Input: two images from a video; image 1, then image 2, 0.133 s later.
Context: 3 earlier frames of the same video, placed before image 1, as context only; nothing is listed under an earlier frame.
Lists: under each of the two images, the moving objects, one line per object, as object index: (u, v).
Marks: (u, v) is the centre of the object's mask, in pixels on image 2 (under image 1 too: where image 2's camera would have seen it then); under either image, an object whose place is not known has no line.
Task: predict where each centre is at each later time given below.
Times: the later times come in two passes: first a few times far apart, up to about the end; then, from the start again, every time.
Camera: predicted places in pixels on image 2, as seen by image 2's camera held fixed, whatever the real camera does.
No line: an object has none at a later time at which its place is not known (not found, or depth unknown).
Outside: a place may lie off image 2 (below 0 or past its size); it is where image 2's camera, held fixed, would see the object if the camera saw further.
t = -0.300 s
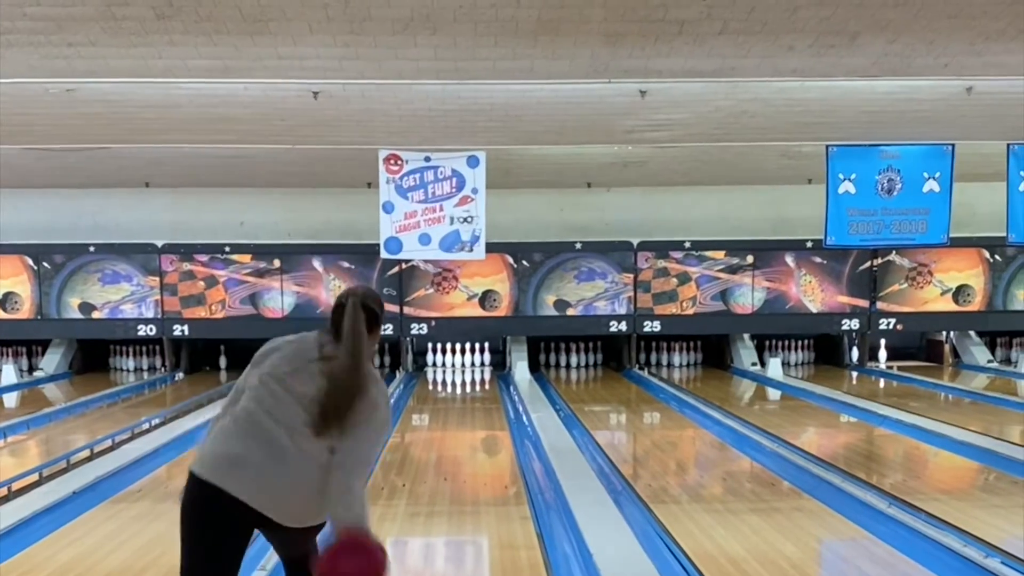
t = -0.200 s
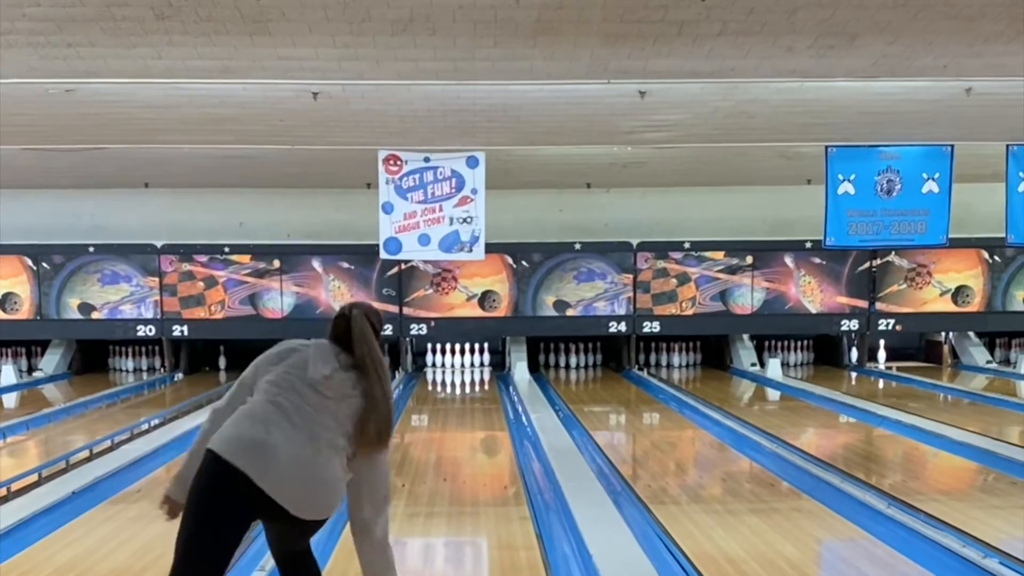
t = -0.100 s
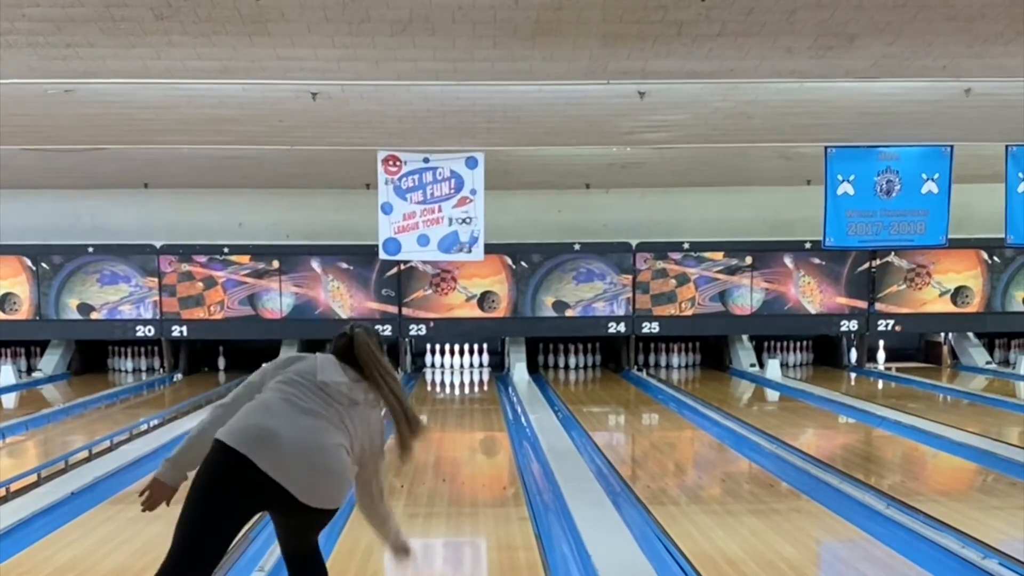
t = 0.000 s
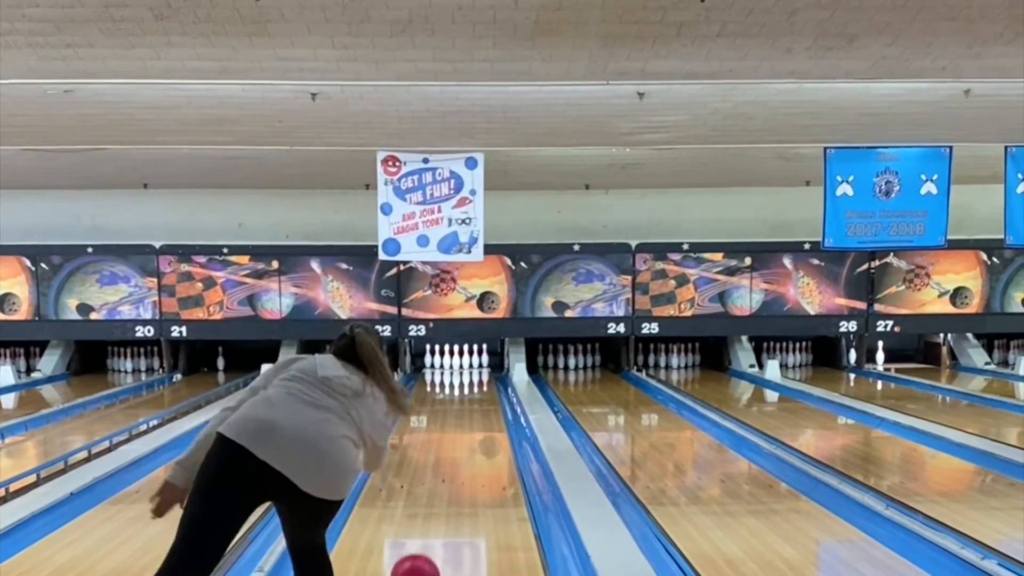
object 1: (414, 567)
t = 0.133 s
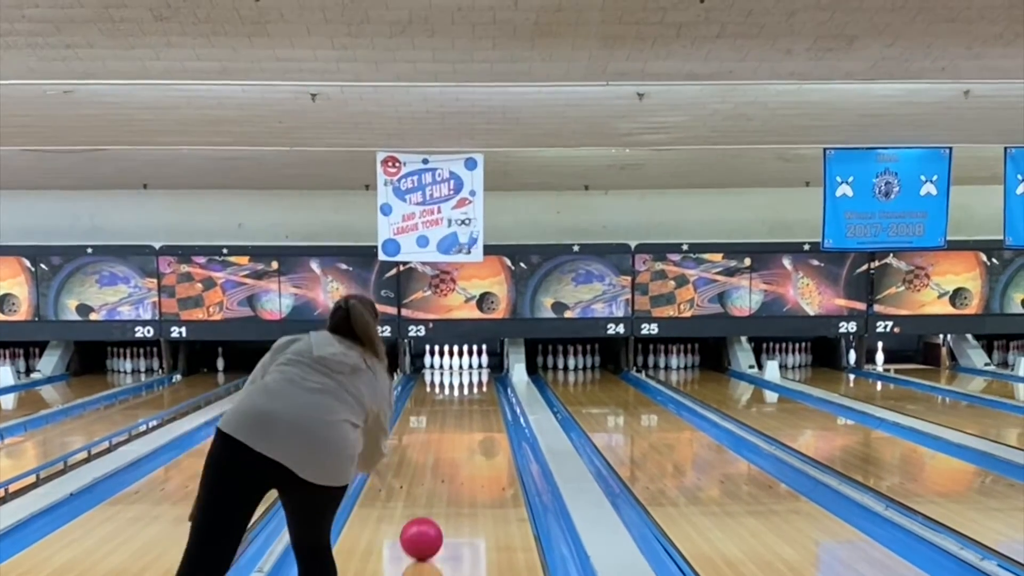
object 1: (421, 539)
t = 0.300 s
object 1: (427, 502)
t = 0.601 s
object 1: (434, 457)
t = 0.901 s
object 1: (438, 428)
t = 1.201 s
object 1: (442, 407)
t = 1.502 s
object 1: (445, 391)
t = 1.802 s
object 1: (447, 379)
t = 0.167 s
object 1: (423, 530)
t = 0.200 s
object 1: (424, 522)
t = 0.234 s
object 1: (425, 515)
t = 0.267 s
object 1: (426, 508)
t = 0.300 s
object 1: (427, 502)
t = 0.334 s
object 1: (428, 496)
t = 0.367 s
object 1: (429, 490)
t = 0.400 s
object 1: (430, 484)
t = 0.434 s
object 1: (430, 479)
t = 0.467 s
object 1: (431, 475)
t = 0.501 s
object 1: (432, 470)
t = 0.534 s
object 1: (432, 466)
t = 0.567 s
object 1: (433, 461)
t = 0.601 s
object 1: (434, 457)
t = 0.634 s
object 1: (434, 453)
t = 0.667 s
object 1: (435, 450)
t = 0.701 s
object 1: (435, 446)
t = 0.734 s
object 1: (436, 443)
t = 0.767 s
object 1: (436, 439)
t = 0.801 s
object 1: (437, 436)
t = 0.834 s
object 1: (437, 433)
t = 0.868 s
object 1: (438, 430)
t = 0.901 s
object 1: (438, 428)
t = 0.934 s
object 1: (439, 425)
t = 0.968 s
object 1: (439, 422)
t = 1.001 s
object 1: (440, 420)
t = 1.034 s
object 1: (440, 418)
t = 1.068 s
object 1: (441, 416)
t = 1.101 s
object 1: (441, 414)
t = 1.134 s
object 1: (441, 410)
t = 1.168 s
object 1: (442, 408)
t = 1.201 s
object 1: (442, 407)
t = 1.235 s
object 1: (442, 405)
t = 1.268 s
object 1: (443, 403)
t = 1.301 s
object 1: (443, 401)
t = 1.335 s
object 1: (443, 400)
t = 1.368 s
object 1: (444, 398)
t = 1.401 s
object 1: (444, 396)
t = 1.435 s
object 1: (444, 394)
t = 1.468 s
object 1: (445, 393)
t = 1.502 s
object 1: (445, 391)
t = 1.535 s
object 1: (446, 390)
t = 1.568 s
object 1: (446, 388)
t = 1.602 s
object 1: (446, 387)
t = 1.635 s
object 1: (446, 386)
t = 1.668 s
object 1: (446, 384)
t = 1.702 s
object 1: (447, 383)
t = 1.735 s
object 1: (447, 381)
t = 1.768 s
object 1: (447, 380)
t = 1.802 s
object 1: (447, 379)
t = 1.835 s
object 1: (448, 379)
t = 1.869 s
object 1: (448, 377)
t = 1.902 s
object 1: (448, 376)
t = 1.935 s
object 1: (448, 375)
